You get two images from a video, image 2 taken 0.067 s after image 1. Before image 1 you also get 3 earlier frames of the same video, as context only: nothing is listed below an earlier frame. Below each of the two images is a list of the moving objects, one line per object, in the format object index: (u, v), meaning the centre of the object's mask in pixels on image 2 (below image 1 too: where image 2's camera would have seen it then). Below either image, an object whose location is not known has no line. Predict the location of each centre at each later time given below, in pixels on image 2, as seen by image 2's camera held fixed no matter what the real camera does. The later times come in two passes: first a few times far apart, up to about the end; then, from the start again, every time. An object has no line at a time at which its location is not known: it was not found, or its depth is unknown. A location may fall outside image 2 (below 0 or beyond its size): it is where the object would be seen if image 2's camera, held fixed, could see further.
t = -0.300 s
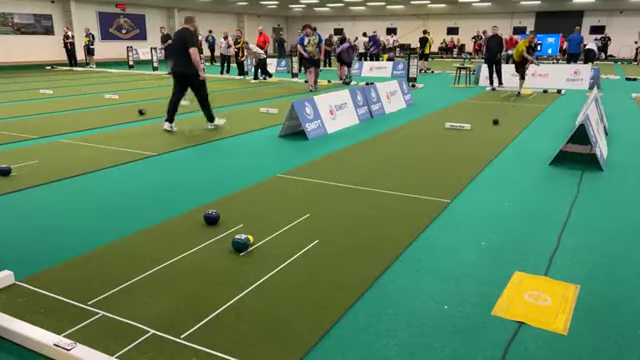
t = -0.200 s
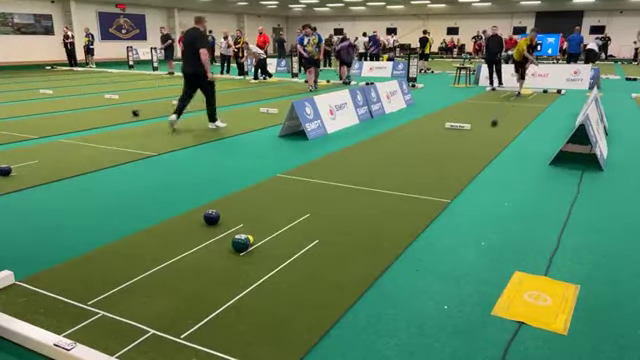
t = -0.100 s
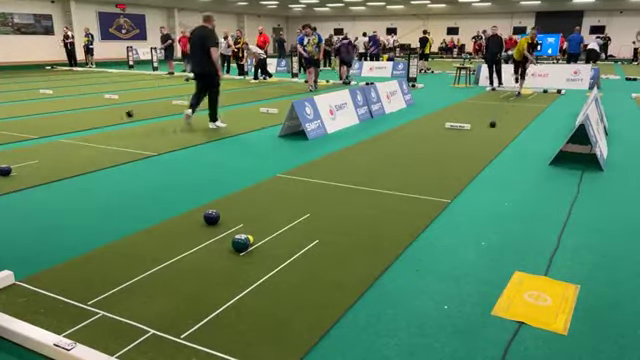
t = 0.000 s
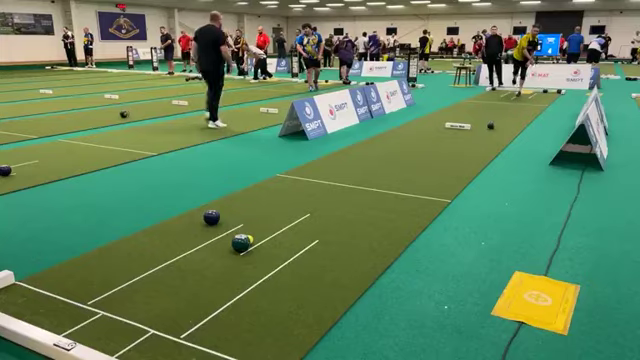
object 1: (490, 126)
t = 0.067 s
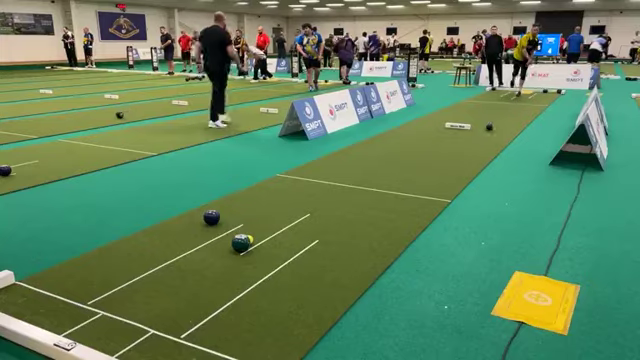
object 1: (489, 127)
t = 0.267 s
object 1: (485, 131)
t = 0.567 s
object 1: (477, 136)
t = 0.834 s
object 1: (471, 141)
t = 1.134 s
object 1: (461, 147)
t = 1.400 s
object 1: (452, 153)
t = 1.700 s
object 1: (441, 159)
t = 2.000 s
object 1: (429, 166)
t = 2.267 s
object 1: (419, 171)
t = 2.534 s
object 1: (407, 177)
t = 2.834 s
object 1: (393, 185)
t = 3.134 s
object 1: (378, 192)
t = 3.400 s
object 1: (365, 199)
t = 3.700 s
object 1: (350, 205)
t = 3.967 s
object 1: (337, 211)
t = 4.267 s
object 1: (321, 218)
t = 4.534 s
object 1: (308, 222)
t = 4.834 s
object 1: (294, 227)
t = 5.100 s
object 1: (283, 230)
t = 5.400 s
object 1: (272, 233)
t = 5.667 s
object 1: (265, 235)
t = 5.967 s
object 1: (260, 236)
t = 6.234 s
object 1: (260, 236)
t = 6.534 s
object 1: (261, 235)
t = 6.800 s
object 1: (261, 235)
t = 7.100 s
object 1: (260, 235)
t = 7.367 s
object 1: (260, 235)
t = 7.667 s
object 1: (261, 235)
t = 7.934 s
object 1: (261, 235)
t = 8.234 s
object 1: (261, 235)
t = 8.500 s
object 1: (261, 235)
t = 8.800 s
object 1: (261, 235)
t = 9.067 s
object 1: (261, 236)
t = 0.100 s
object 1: (488, 127)
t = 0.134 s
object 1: (488, 128)
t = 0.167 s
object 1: (487, 129)
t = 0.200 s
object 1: (486, 129)
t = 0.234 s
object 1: (486, 130)
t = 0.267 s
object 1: (485, 131)
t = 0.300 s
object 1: (484, 131)
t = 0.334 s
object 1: (483, 132)
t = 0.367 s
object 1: (483, 133)
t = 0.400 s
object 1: (482, 133)
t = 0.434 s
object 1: (481, 134)
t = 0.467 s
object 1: (480, 134)
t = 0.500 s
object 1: (479, 135)
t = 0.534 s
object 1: (478, 135)
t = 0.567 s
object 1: (477, 136)
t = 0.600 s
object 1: (477, 136)
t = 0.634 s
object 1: (476, 137)
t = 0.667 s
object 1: (475, 138)
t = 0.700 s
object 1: (474, 138)
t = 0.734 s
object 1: (474, 138)
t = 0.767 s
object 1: (472, 140)
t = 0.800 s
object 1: (471, 140)
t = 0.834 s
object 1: (471, 141)
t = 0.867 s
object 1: (469, 142)
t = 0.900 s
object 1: (468, 142)
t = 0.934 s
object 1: (467, 143)
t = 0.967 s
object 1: (466, 144)
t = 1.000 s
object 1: (465, 144)
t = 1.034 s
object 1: (464, 145)
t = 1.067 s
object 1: (463, 145)
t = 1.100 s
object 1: (462, 146)
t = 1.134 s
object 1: (461, 147)
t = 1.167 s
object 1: (460, 148)
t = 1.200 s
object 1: (459, 149)
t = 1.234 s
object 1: (458, 149)
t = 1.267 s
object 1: (457, 150)
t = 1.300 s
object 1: (456, 151)
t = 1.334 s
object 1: (454, 151)
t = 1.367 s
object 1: (453, 152)
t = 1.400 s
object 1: (452, 153)
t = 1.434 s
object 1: (451, 153)
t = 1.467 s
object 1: (450, 154)
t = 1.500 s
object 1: (449, 154)
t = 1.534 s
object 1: (447, 155)
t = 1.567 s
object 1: (446, 156)
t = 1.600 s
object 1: (445, 157)
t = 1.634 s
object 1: (443, 157)
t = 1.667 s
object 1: (442, 158)
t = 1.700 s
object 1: (441, 159)
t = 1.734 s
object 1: (440, 159)
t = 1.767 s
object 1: (439, 160)
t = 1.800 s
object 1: (438, 161)
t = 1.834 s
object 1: (436, 161)
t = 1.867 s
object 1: (435, 162)
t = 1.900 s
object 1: (434, 163)
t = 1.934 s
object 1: (432, 165)
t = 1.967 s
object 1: (431, 165)
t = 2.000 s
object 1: (429, 166)
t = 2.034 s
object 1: (428, 166)
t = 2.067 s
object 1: (427, 167)
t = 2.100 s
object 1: (425, 168)
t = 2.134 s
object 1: (424, 169)
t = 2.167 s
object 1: (423, 169)
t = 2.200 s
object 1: (421, 170)
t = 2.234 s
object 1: (420, 171)
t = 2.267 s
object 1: (419, 171)
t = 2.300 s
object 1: (417, 172)
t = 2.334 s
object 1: (416, 173)
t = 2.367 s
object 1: (414, 173)
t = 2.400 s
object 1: (412, 175)
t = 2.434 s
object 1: (411, 175)
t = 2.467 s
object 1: (410, 176)
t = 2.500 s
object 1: (408, 177)
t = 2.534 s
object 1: (407, 177)
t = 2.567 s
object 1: (405, 178)
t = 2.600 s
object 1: (403, 179)
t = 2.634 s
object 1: (402, 180)
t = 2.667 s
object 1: (400, 181)
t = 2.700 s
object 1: (399, 182)
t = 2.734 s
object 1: (397, 182)
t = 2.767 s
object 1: (396, 184)
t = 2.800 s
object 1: (394, 184)
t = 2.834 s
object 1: (393, 185)
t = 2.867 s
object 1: (391, 186)
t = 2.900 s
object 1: (390, 186)
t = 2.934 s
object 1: (388, 187)
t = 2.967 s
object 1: (386, 188)
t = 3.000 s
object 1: (385, 189)
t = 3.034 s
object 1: (383, 189)
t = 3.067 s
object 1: (382, 190)
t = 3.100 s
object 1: (380, 191)
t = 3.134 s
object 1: (378, 192)
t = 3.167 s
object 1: (377, 193)
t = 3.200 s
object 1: (375, 193)
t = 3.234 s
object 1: (373, 194)
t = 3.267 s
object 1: (372, 195)
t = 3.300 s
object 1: (370, 196)
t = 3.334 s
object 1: (369, 198)
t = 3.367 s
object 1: (367, 198)
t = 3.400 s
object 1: (365, 199)
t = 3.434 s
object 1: (364, 199)
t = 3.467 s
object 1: (362, 200)
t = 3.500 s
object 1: (360, 201)
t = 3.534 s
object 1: (358, 202)
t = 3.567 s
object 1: (356, 203)
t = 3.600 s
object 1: (355, 203)
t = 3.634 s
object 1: (353, 204)
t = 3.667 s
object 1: (351, 205)
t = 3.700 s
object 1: (350, 205)
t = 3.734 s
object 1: (348, 206)
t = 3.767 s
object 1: (347, 207)
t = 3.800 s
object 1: (346, 207)
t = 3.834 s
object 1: (343, 208)
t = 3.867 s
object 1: (342, 209)
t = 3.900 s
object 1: (340, 210)
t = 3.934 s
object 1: (338, 210)
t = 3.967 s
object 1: (337, 211)
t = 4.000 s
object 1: (335, 212)
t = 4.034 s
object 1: (333, 213)
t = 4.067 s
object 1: (331, 213)
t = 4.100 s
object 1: (330, 214)
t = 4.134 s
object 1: (328, 215)
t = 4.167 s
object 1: (327, 216)
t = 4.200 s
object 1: (325, 216)
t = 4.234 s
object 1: (323, 217)
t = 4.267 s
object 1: (321, 218)
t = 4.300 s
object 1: (320, 218)
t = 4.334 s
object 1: (318, 218)
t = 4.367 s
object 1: (316, 219)
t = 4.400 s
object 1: (315, 220)
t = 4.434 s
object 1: (313, 220)
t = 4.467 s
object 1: (312, 221)
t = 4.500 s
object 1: (310, 222)
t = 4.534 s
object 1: (308, 222)
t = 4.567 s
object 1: (306, 223)
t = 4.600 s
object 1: (305, 223)
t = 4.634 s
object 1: (304, 223)
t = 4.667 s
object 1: (302, 224)
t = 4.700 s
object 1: (301, 225)
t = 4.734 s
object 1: (299, 226)
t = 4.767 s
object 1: (297, 226)
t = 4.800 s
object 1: (296, 226)
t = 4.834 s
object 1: (294, 227)
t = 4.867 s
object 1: (293, 228)
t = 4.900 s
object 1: (291, 228)
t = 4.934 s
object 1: (290, 229)
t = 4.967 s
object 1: (288, 229)
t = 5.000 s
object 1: (287, 229)
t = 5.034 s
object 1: (286, 229)
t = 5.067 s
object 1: (284, 230)
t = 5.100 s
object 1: (283, 230)
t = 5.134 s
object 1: (282, 231)
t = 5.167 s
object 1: (280, 231)
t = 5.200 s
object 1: (279, 231)
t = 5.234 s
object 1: (278, 231)
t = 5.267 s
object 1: (277, 232)
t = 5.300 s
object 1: (275, 232)
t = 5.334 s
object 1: (274, 233)
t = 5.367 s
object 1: (273, 233)
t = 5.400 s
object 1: (272, 233)
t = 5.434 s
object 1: (271, 233)
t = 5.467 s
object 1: (270, 233)
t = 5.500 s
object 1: (269, 234)
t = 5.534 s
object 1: (268, 234)
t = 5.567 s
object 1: (267, 234)
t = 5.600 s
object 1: (267, 234)
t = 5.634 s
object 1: (265, 235)
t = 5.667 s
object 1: (265, 235)
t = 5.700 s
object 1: (264, 235)
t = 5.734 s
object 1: (263, 235)
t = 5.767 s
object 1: (262, 235)
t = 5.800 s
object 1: (262, 236)
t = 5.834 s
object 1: (261, 235)
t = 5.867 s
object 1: (261, 236)
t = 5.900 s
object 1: (261, 235)
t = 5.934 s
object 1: (261, 235)
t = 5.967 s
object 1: (260, 236)
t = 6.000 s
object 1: (260, 235)
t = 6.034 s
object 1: (260, 236)
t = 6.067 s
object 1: (260, 236)
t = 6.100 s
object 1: (260, 236)
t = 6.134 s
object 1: (260, 236)
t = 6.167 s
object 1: (260, 236)
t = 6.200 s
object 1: (260, 235)
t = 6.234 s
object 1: (260, 236)
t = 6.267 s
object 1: (260, 236)
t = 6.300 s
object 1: (260, 236)
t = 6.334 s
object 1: (260, 235)
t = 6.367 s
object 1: (260, 235)
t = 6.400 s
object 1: (260, 235)
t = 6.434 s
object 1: (260, 235)
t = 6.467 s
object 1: (261, 235)
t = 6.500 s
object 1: (261, 235)
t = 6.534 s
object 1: (261, 235)
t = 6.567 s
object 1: (260, 235)
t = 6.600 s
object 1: (261, 235)
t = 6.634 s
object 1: (261, 235)
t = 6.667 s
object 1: (261, 235)
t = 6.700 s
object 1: (261, 235)
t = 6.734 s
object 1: (261, 235)
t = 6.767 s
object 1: (261, 235)
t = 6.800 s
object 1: (261, 235)
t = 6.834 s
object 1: (261, 235)
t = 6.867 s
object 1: (260, 235)
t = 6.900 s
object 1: (261, 235)
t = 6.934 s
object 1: (260, 235)
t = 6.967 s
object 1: (260, 235)
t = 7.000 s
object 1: (260, 235)
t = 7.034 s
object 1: (261, 235)
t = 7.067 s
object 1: (260, 235)
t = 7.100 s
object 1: (260, 235)
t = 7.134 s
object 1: (260, 235)
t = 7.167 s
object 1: (261, 235)
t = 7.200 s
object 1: (260, 235)
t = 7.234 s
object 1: (260, 235)
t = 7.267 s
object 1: (261, 235)
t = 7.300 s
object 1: (261, 235)
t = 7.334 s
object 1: (260, 235)
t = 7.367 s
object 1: (260, 235)
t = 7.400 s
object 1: (261, 235)
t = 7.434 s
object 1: (260, 235)
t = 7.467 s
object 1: (261, 235)
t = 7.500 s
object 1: (261, 235)
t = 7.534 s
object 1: (261, 235)
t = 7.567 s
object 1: (261, 235)
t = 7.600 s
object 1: (261, 235)
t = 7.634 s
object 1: (261, 235)
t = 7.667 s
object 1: (261, 235)
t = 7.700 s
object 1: (261, 235)
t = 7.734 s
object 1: (261, 235)
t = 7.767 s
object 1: (261, 235)
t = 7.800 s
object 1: (261, 235)
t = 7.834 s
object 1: (261, 235)
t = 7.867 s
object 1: (261, 235)
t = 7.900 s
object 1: (261, 235)
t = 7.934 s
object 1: (261, 235)
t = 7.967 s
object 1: (261, 235)
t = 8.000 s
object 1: (261, 235)
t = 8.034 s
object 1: (261, 235)
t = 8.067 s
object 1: (261, 235)
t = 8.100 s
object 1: (261, 235)
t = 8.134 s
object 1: (261, 235)
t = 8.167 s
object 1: (261, 235)
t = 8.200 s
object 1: (261, 235)
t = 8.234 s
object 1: (261, 235)
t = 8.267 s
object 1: (261, 235)
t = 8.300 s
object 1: (261, 235)
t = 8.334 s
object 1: (261, 235)
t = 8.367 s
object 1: (261, 235)
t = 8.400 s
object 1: (261, 235)
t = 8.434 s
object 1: (261, 235)
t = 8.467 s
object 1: (261, 235)
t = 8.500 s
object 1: (261, 235)
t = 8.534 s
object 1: (261, 235)
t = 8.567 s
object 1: (261, 235)
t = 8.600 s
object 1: (261, 235)
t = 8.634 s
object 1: (261, 235)
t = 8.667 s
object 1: (261, 235)
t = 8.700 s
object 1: (261, 235)
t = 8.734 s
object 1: (261, 235)
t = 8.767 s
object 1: (261, 235)
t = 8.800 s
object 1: (261, 235)
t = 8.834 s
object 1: (261, 235)
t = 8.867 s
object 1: (261, 235)
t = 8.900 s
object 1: (261, 235)
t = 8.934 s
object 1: (261, 235)
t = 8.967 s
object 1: (261, 235)
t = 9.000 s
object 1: (261, 235)
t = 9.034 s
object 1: (261, 236)
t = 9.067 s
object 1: (261, 236)
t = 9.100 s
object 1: (261, 236)
